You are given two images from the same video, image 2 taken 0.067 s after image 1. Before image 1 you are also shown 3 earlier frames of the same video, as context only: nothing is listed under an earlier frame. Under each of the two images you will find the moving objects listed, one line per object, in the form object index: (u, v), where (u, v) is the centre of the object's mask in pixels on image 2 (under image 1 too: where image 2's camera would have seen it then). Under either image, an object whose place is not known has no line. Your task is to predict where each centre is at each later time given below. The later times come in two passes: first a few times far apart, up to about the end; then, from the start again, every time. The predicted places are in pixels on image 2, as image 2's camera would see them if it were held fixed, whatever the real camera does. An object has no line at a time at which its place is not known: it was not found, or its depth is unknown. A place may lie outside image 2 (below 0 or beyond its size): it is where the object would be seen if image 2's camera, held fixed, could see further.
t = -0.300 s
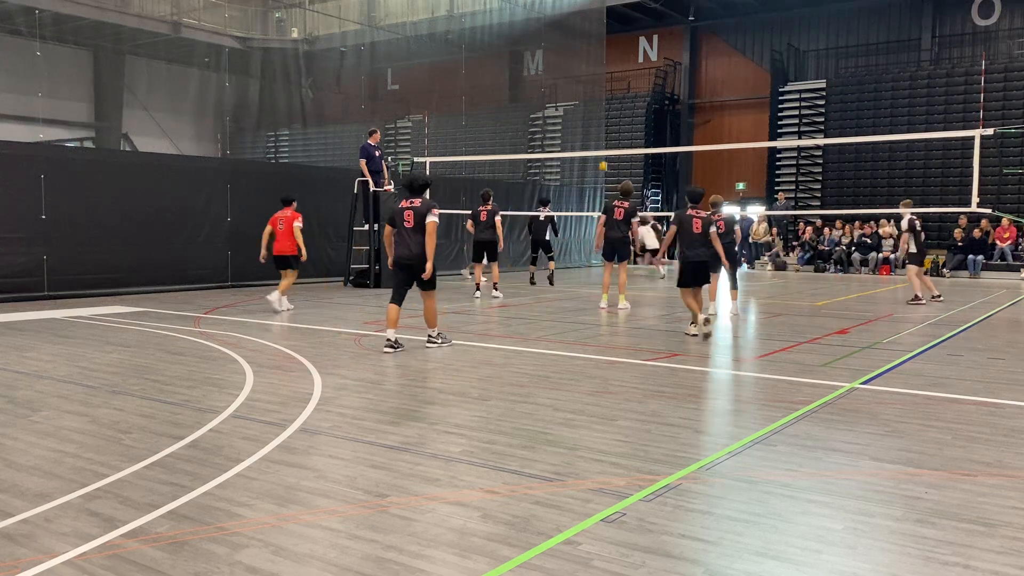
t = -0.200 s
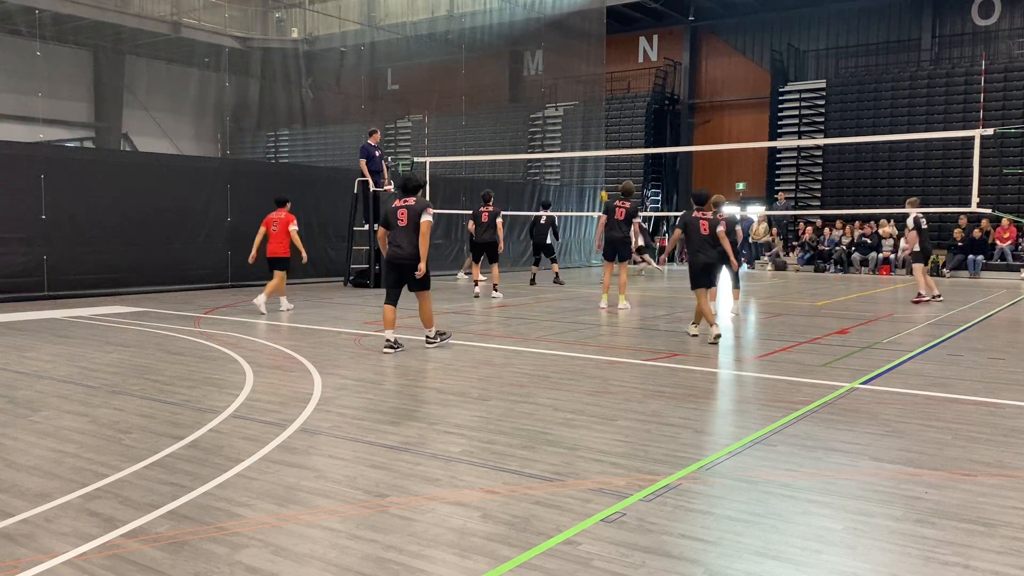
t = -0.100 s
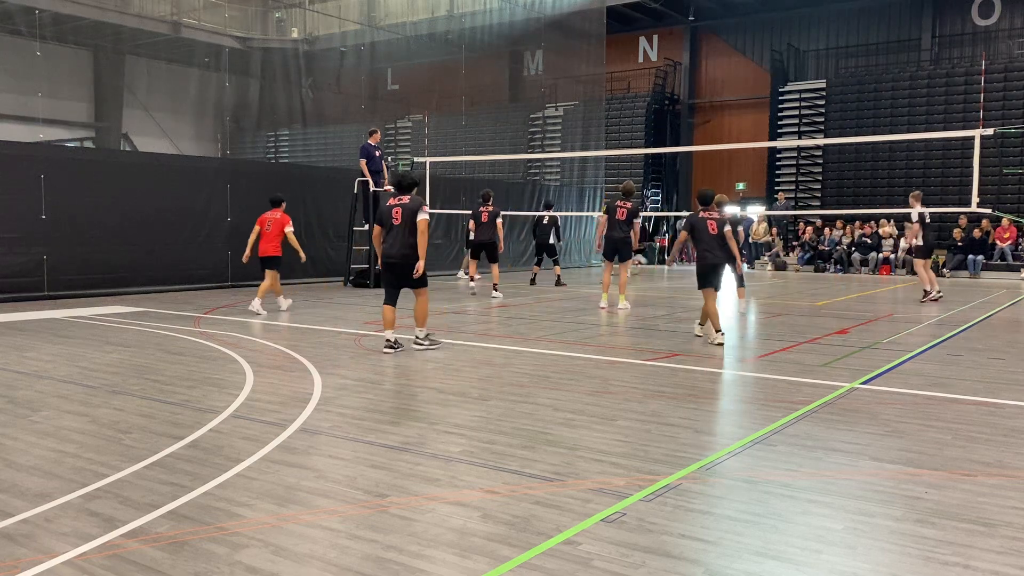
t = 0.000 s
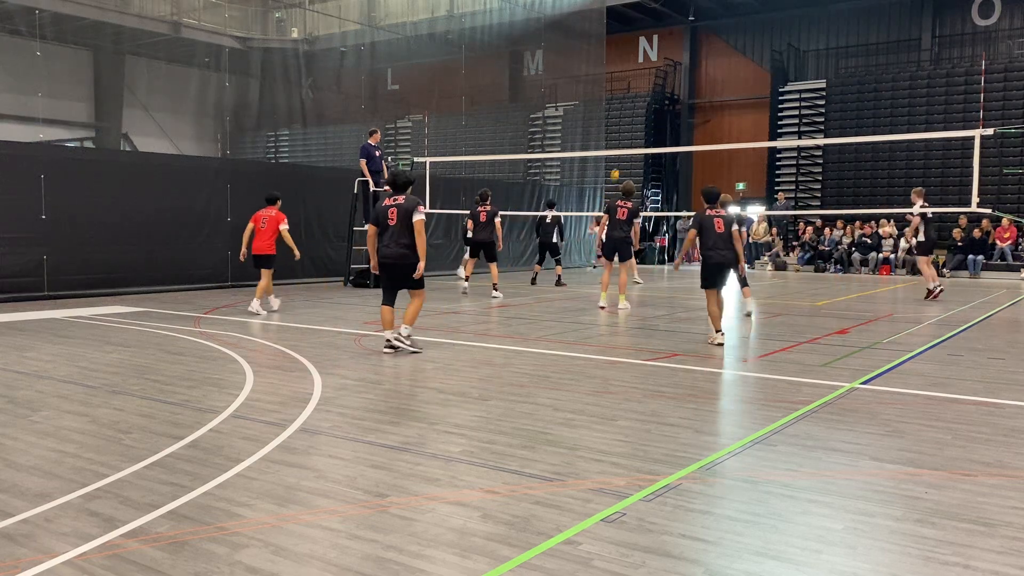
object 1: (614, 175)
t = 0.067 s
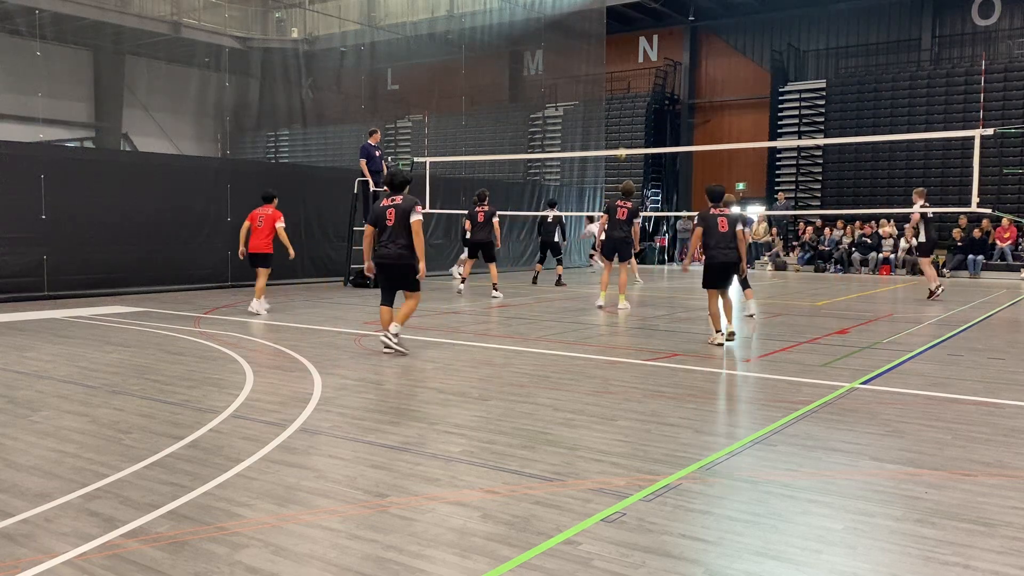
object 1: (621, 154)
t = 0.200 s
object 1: (636, 114)
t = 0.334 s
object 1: (651, 80)
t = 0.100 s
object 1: (625, 142)
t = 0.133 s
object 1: (628, 133)
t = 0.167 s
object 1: (632, 123)
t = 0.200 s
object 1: (636, 114)
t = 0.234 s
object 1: (640, 105)
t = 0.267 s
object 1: (644, 96)
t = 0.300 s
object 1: (647, 88)
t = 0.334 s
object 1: (651, 80)
